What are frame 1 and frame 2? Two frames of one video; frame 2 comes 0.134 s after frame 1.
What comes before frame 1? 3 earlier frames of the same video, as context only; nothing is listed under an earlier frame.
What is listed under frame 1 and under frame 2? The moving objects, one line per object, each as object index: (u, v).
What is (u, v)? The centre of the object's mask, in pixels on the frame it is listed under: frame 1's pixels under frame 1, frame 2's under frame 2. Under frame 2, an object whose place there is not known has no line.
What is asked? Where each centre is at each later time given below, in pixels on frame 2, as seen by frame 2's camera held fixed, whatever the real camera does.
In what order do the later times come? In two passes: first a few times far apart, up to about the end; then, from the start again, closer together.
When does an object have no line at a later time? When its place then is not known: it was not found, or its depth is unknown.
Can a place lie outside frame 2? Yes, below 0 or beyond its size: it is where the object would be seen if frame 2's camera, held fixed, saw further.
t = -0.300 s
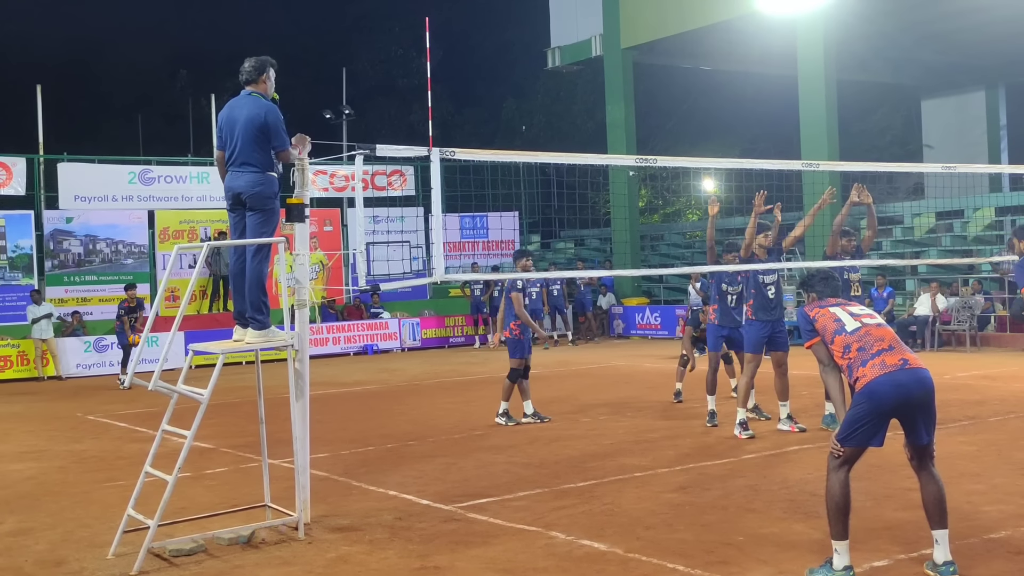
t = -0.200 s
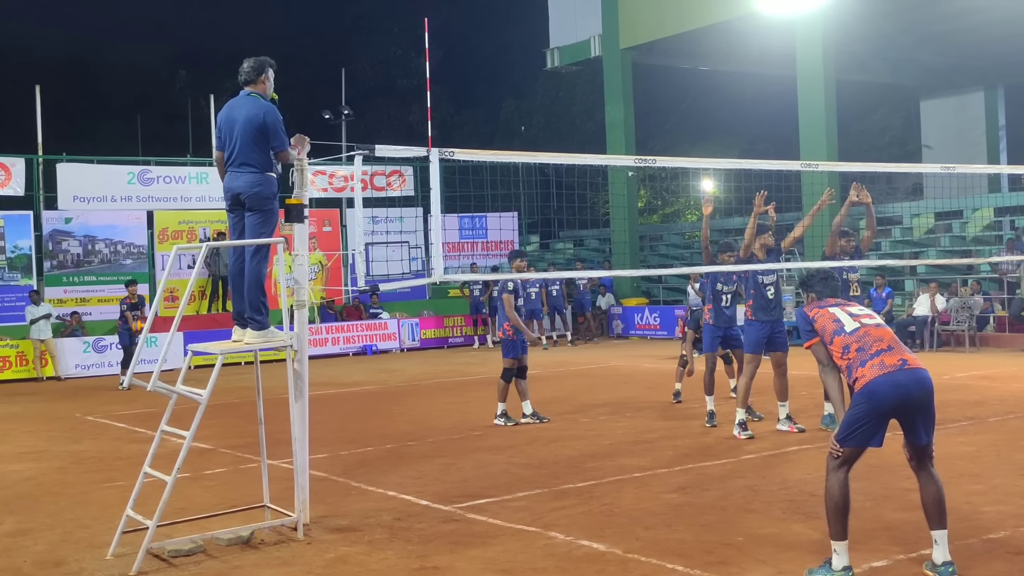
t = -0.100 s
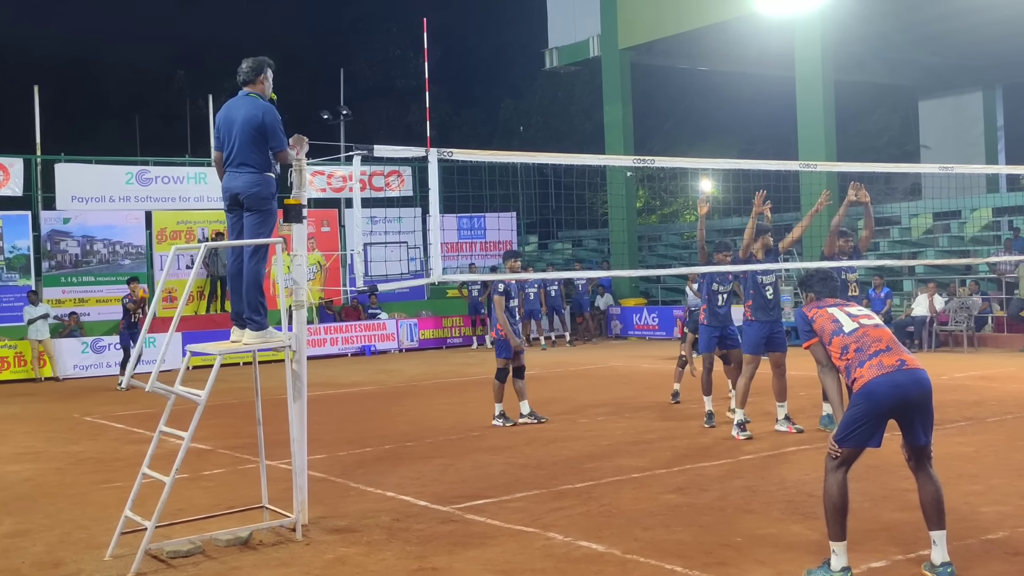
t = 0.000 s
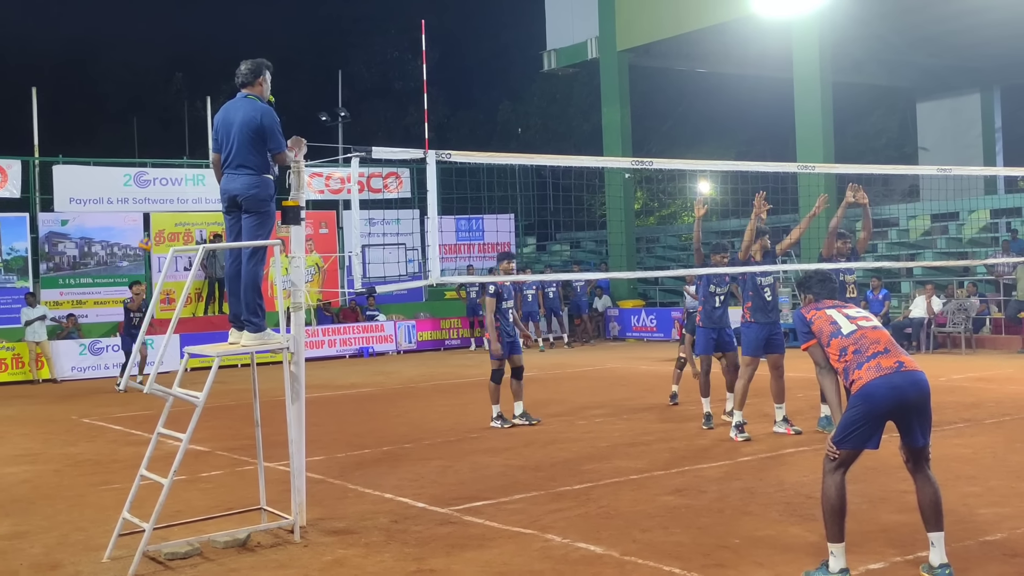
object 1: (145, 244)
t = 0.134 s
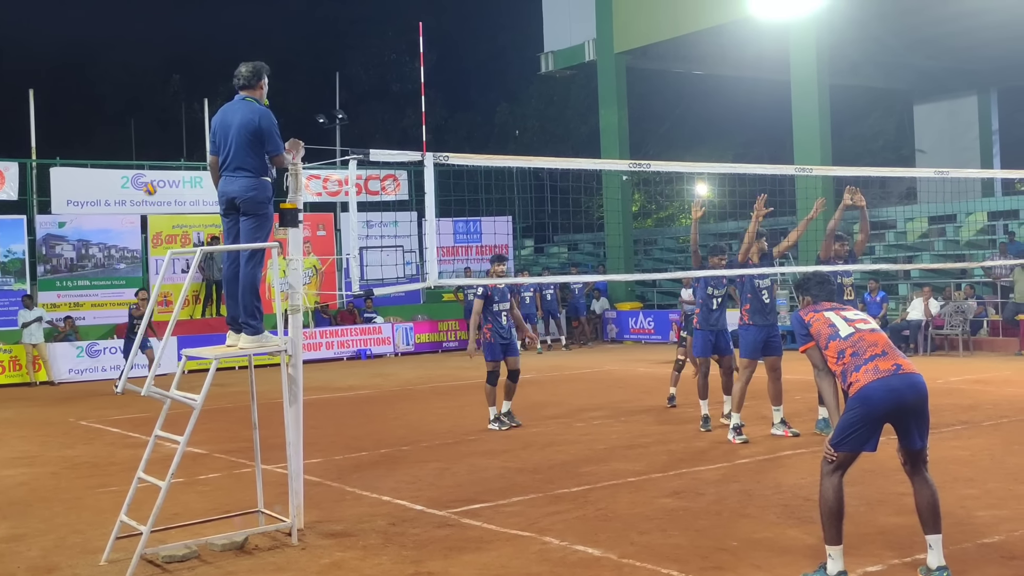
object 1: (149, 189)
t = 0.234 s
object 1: (156, 152)
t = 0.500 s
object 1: (174, 86)
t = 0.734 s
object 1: (191, 64)
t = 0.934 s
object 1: (206, 73)
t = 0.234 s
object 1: (156, 152)
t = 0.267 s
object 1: (158, 142)
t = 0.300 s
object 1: (160, 132)
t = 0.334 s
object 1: (162, 122)
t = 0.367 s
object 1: (164, 114)
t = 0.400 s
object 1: (167, 106)
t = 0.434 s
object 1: (169, 98)
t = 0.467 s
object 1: (171, 91)
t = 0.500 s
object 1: (174, 86)
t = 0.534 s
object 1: (176, 81)
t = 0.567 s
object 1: (178, 76)
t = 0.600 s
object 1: (181, 72)
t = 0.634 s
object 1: (183, 68)
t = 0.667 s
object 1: (186, 66)
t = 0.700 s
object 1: (188, 65)
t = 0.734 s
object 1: (191, 64)
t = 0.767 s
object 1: (193, 63)
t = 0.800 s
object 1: (196, 63)
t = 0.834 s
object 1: (199, 65)
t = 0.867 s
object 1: (201, 66)
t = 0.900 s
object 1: (204, 70)
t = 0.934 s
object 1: (206, 73)
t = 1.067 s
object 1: (216, 96)
